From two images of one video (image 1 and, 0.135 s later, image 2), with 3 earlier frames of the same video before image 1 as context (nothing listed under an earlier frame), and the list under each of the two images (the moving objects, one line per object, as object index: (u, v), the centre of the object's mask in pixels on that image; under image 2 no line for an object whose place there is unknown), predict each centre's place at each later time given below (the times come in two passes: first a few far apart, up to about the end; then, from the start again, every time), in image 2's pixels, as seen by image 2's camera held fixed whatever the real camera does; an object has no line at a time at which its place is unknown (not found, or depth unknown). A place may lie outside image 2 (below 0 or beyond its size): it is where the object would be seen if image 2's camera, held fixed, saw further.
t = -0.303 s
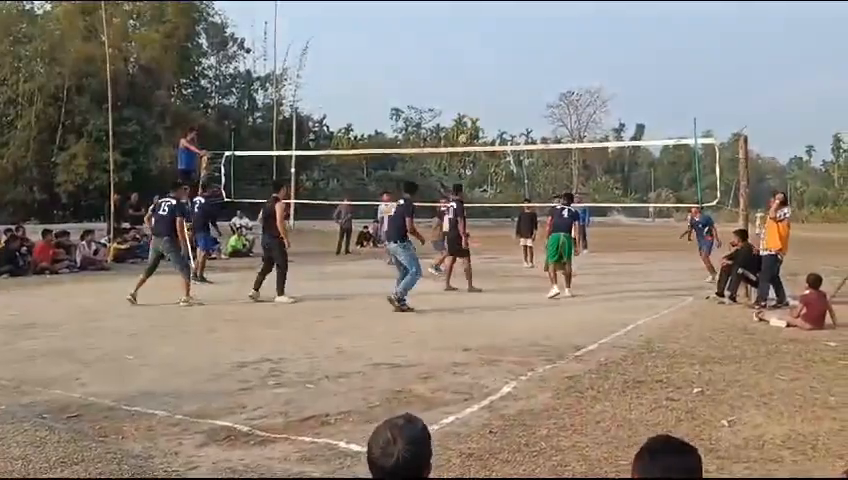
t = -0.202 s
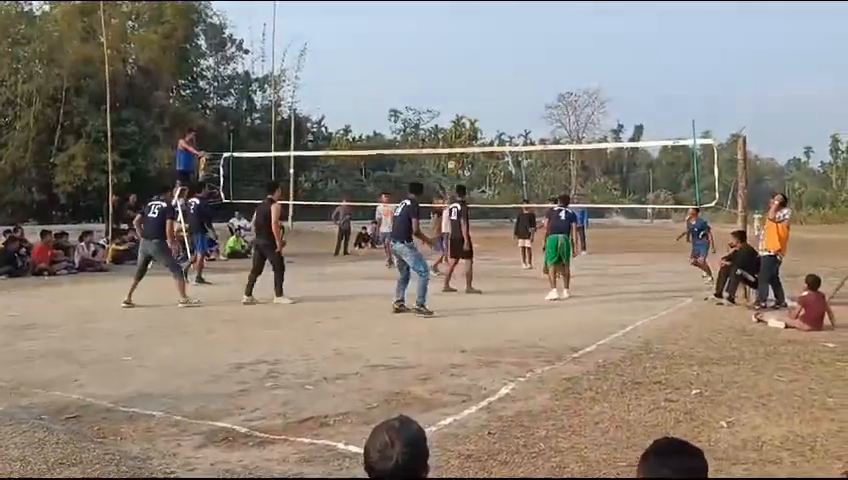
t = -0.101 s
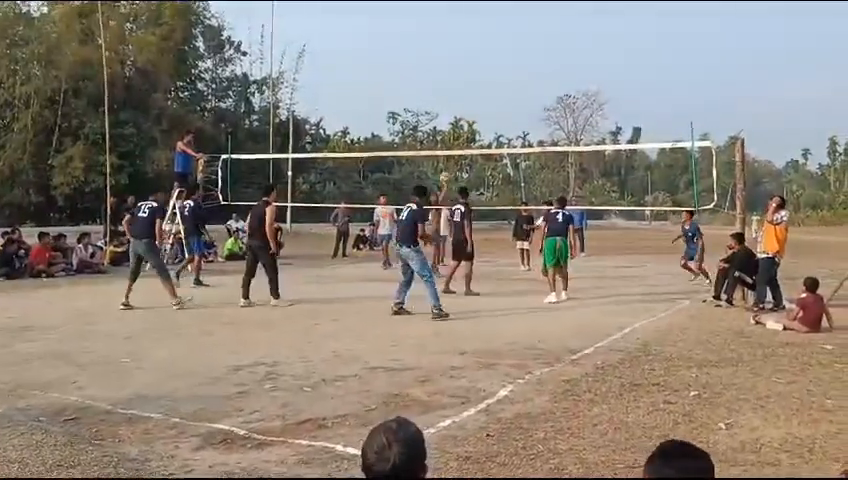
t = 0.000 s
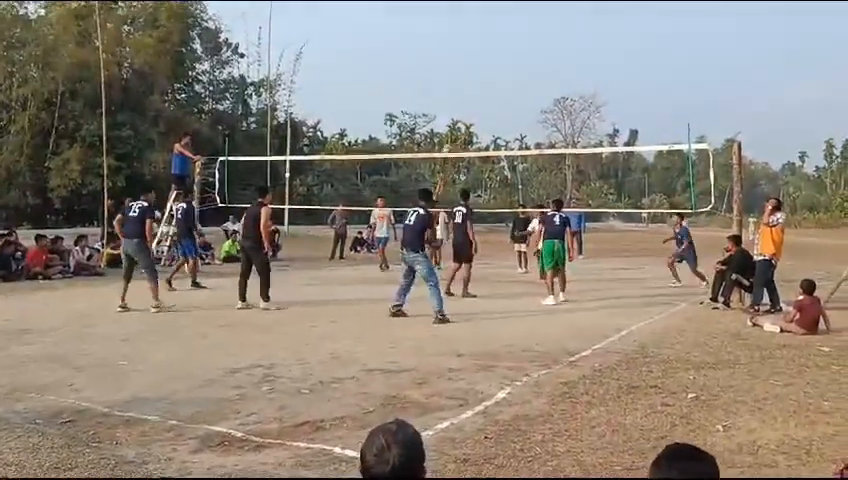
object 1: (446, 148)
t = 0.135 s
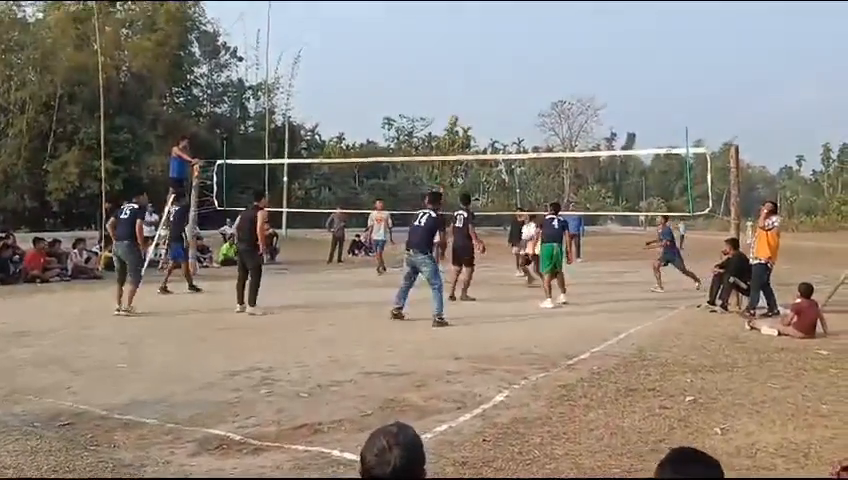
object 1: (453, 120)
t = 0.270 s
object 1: (459, 94)
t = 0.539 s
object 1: (472, 69)
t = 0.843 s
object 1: (488, 87)
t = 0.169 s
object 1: (454, 117)
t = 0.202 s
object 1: (456, 105)
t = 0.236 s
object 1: (458, 100)
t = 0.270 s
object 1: (459, 94)
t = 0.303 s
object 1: (462, 89)
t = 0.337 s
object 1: (463, 85)
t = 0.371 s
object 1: (464, 81)
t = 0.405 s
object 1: (466, 77)
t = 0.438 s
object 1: (468, 75)
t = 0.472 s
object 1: (470, 73)
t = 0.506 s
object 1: (471, 71)
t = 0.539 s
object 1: (472, 69)
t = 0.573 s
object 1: (474, 69)
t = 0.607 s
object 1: (476, 69)
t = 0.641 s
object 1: (477, 70)
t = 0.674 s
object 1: (479, 71)
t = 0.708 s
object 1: (480, 72)
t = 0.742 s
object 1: (482, 75)
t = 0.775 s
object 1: (484, 77)
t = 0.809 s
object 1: (486, 83)
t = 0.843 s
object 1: (488, 87)
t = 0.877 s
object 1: (490, 91)
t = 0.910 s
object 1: (492, 98)
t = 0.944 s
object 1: (493, 104)
